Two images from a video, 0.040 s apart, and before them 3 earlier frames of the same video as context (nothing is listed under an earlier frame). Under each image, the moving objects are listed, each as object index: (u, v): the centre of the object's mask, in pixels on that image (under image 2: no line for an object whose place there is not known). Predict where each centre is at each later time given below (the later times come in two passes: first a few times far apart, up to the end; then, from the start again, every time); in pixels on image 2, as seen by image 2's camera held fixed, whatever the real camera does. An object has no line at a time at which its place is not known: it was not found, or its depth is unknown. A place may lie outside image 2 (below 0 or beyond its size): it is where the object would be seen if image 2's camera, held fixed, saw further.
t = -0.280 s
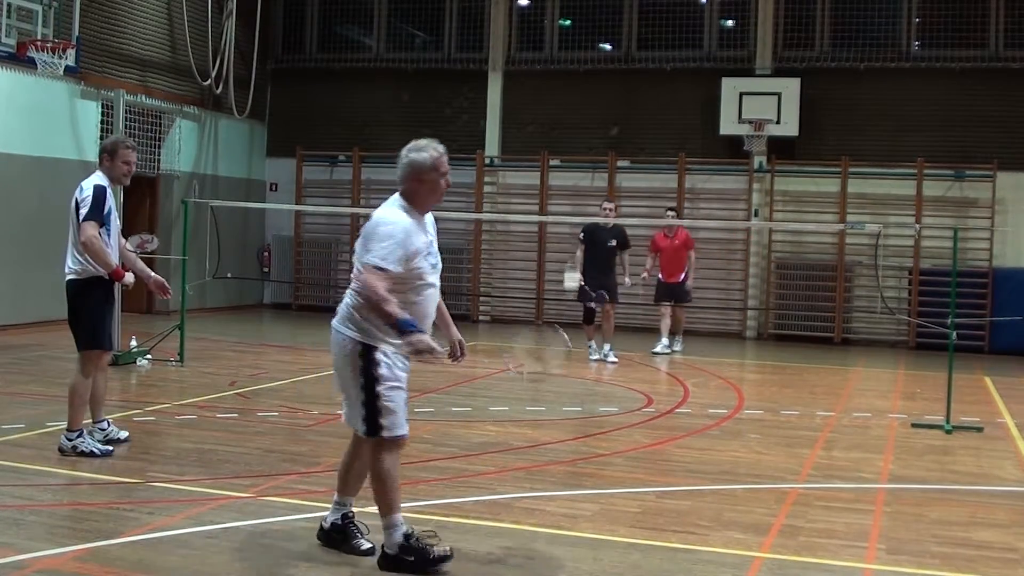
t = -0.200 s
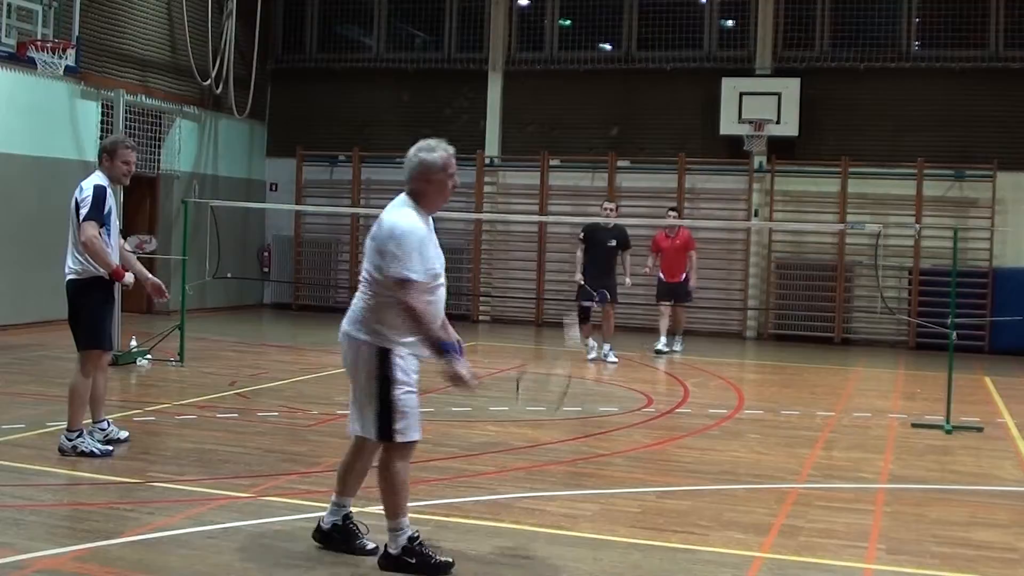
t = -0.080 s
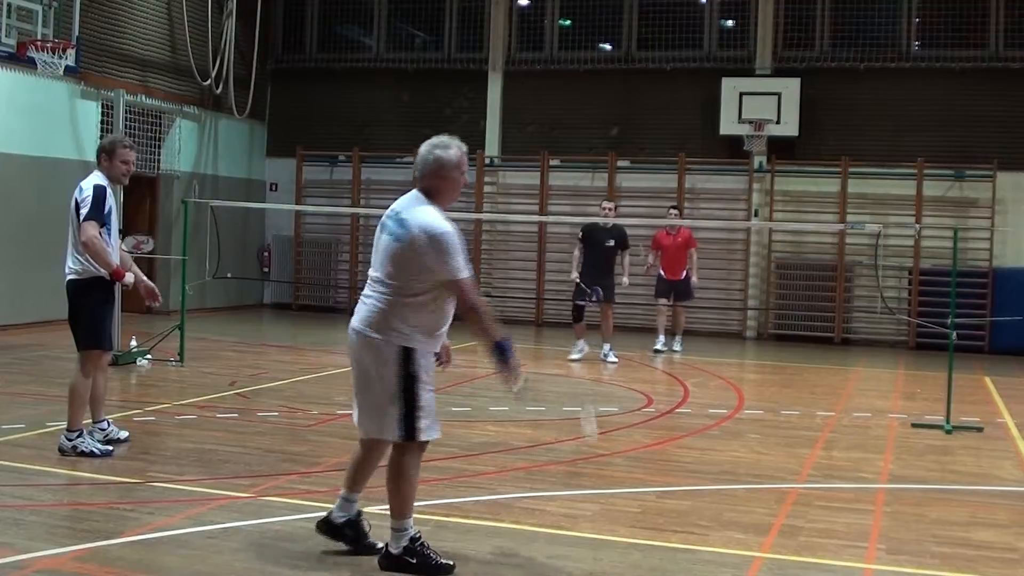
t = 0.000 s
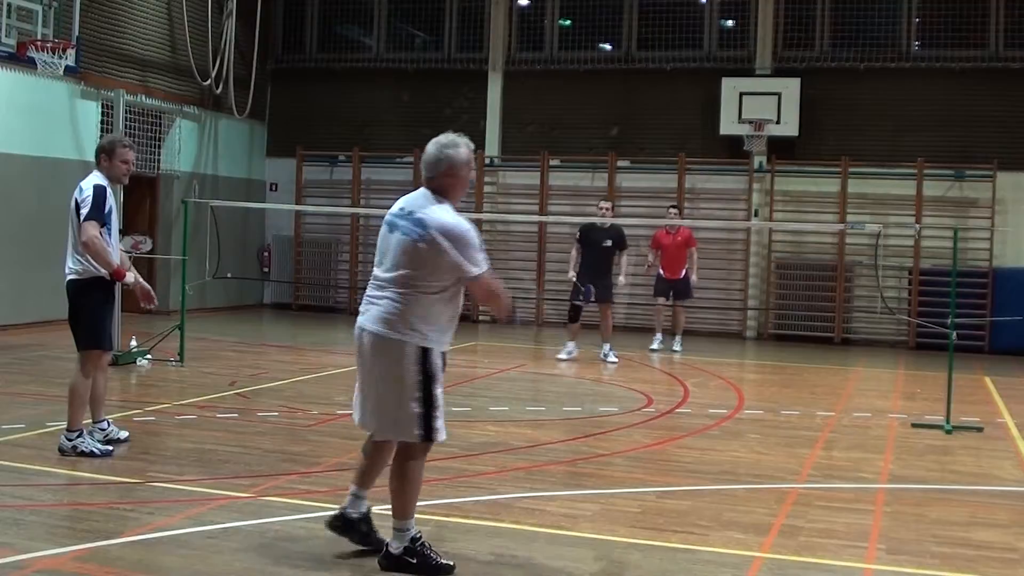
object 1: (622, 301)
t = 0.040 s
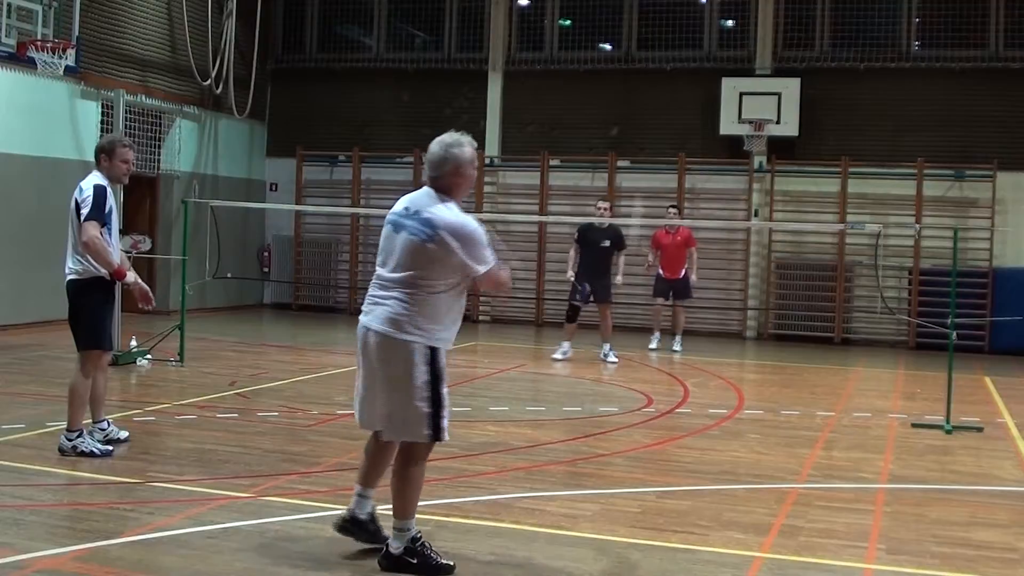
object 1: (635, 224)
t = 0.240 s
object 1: (660, 95)
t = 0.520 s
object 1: (673, 84)
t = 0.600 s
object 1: (675, 95)
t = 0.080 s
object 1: (642, 179)
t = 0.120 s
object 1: (647, 148)
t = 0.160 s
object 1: (653, 123)
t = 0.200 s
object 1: (656, 107)
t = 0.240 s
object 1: (660, 95)
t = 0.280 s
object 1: (662, 87)
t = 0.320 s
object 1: (665, 81)
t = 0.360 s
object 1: (666, 78)
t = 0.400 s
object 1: (668, 77)
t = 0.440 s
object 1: (670, 78)
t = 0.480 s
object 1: (671, 80)
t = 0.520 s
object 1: (673, 84)
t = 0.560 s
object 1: (674, 89)
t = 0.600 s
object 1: (675, 95)
